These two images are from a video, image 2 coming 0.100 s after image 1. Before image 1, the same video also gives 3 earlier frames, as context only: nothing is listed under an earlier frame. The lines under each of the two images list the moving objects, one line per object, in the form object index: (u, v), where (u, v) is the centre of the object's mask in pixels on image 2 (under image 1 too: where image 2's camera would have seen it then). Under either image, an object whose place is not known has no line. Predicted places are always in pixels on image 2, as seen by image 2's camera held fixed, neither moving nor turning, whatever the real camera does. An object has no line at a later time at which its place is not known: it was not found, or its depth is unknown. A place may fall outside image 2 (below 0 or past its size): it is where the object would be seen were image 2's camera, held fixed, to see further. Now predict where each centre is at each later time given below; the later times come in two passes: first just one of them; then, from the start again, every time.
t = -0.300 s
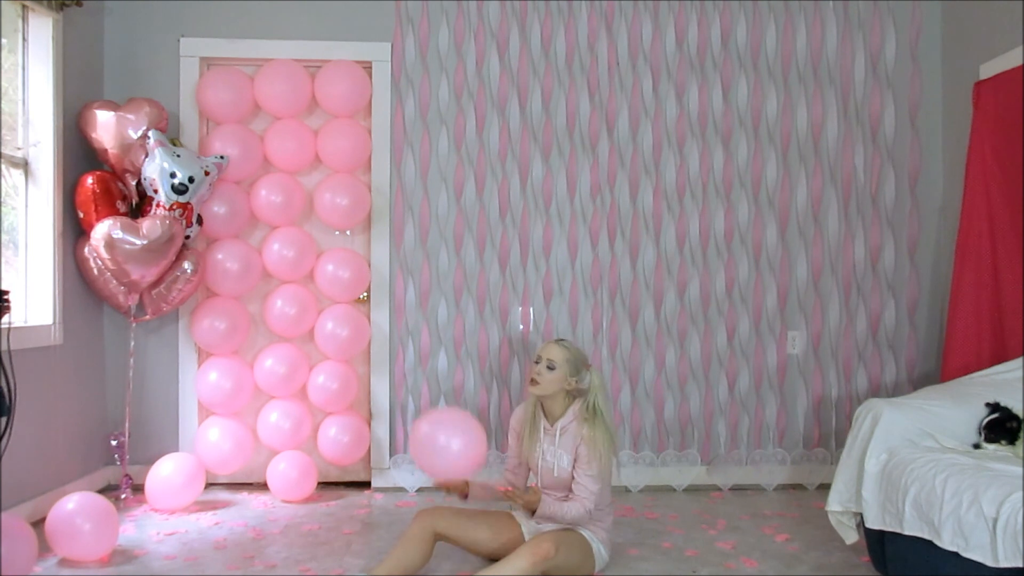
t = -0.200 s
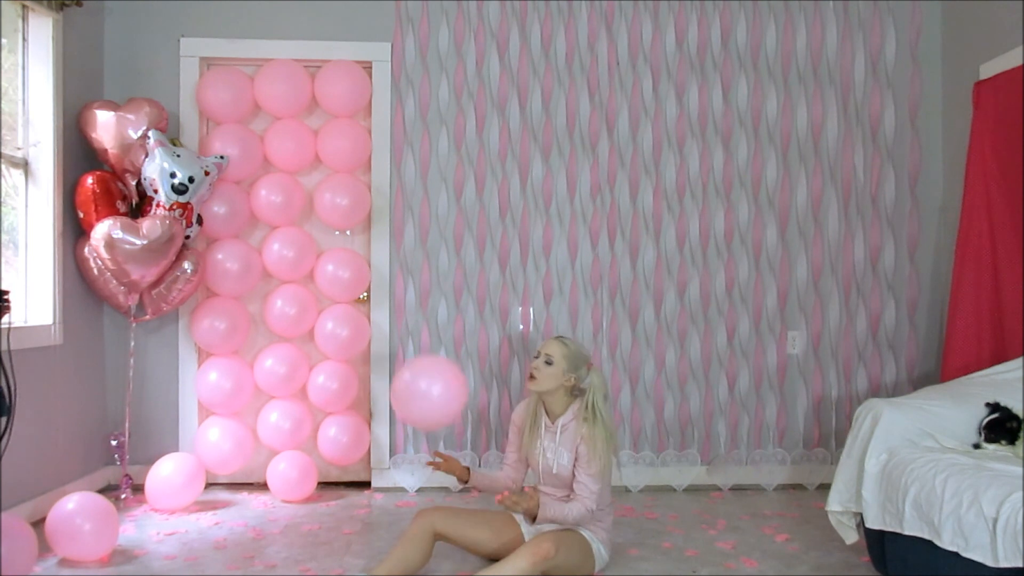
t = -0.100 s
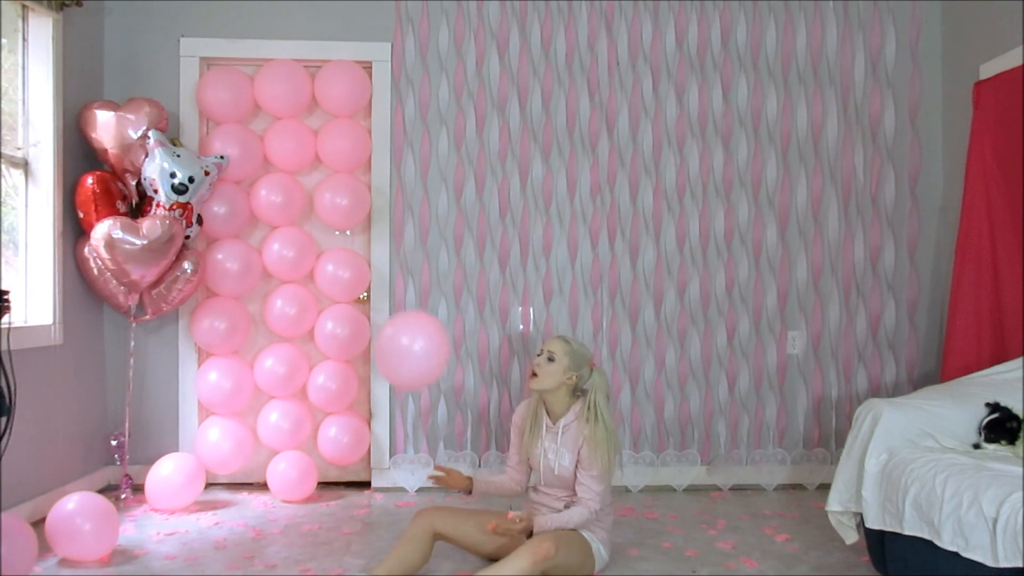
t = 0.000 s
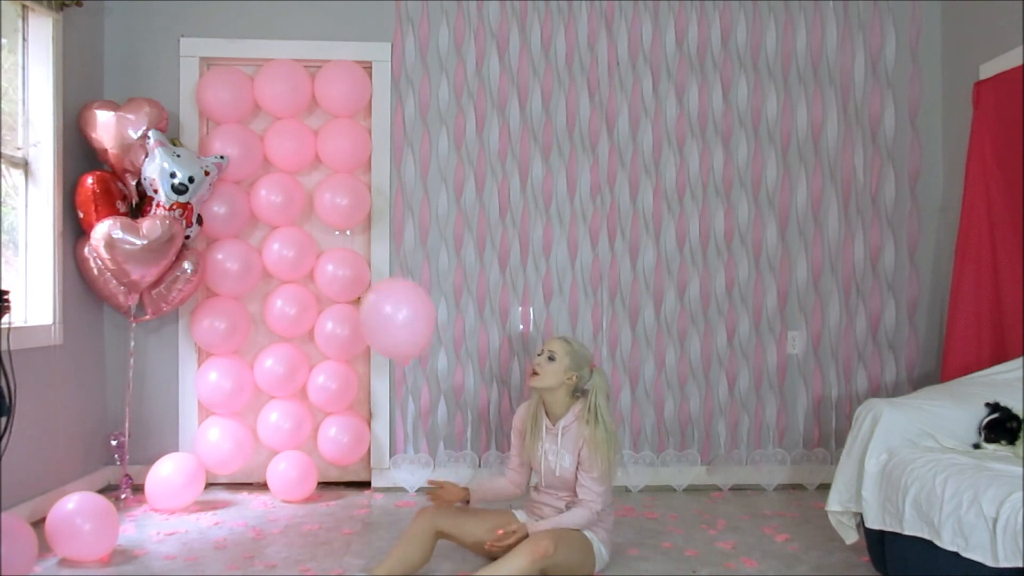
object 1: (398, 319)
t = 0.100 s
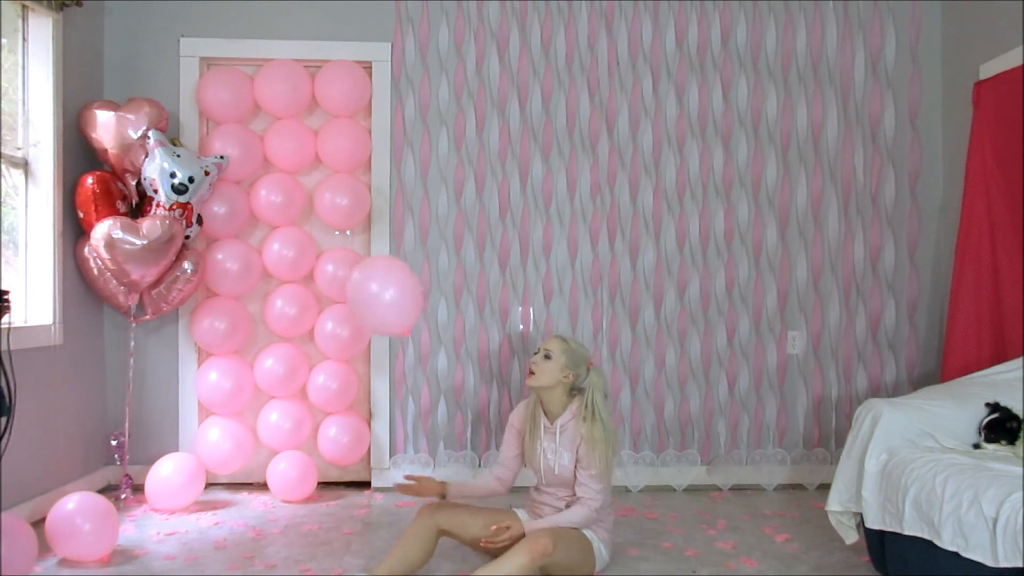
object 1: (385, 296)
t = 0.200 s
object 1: (373, 281)
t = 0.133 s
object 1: (381, 290)
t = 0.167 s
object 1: (377, 285)
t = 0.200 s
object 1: (373, 281)
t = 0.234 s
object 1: (370, 278)
